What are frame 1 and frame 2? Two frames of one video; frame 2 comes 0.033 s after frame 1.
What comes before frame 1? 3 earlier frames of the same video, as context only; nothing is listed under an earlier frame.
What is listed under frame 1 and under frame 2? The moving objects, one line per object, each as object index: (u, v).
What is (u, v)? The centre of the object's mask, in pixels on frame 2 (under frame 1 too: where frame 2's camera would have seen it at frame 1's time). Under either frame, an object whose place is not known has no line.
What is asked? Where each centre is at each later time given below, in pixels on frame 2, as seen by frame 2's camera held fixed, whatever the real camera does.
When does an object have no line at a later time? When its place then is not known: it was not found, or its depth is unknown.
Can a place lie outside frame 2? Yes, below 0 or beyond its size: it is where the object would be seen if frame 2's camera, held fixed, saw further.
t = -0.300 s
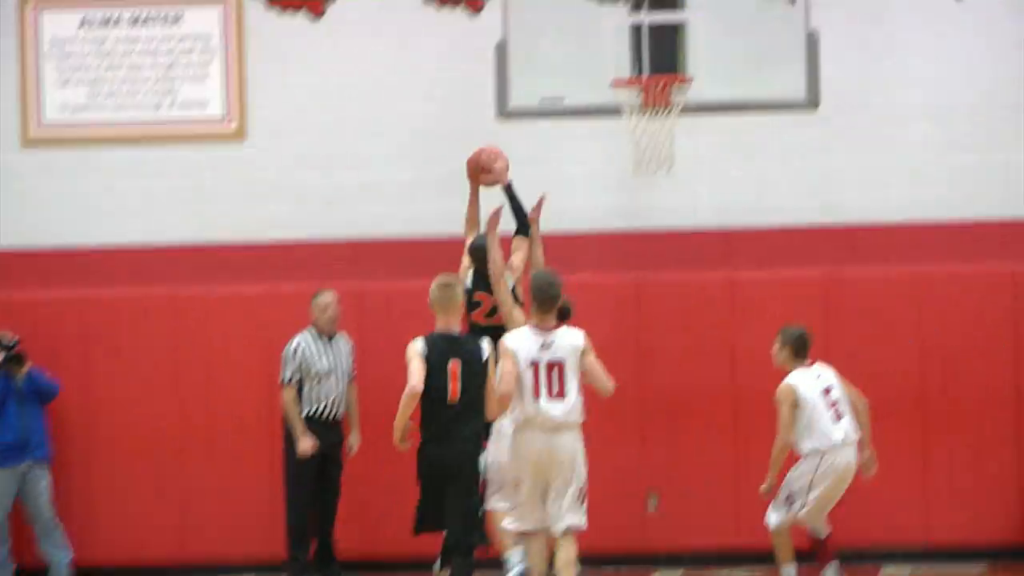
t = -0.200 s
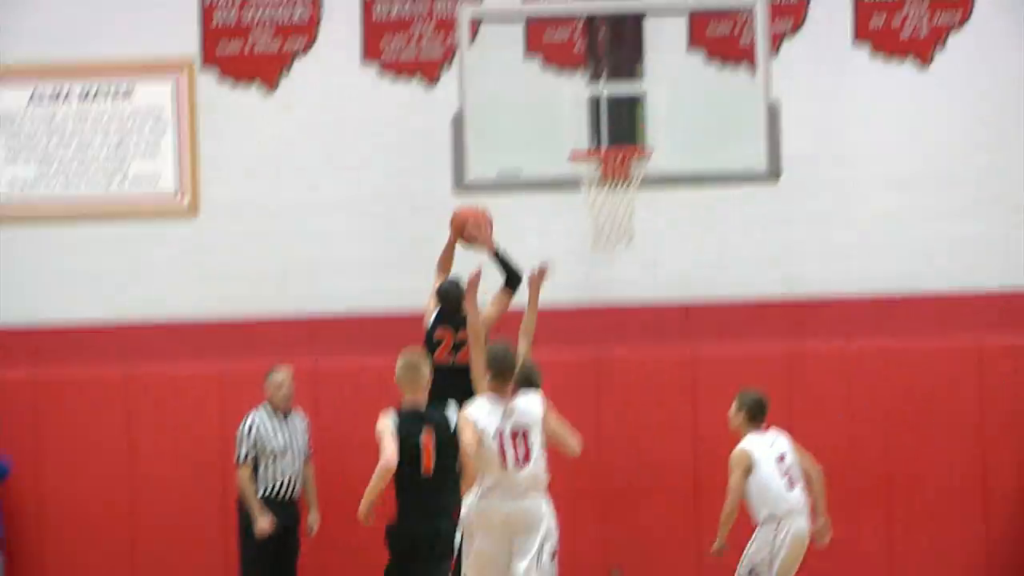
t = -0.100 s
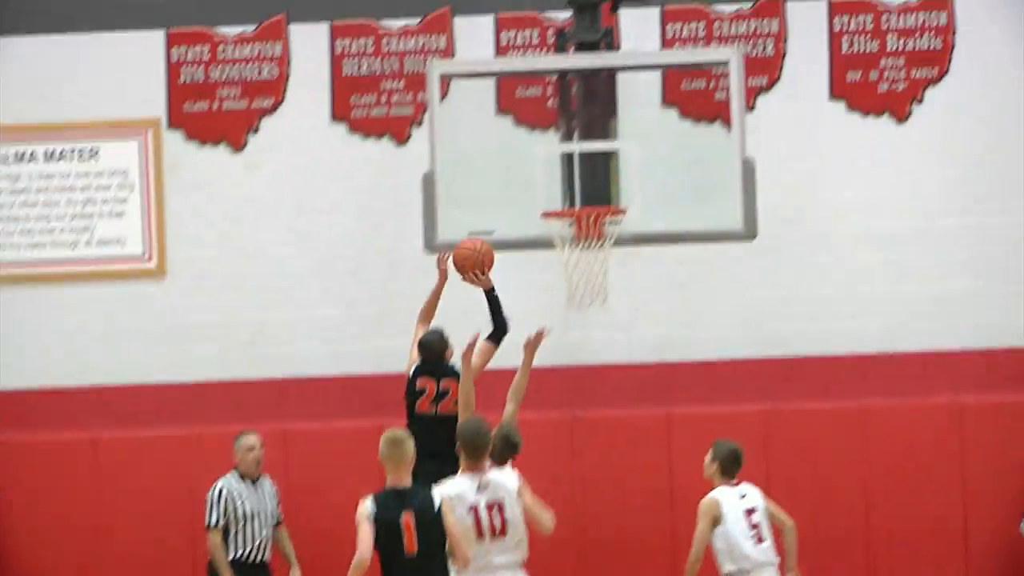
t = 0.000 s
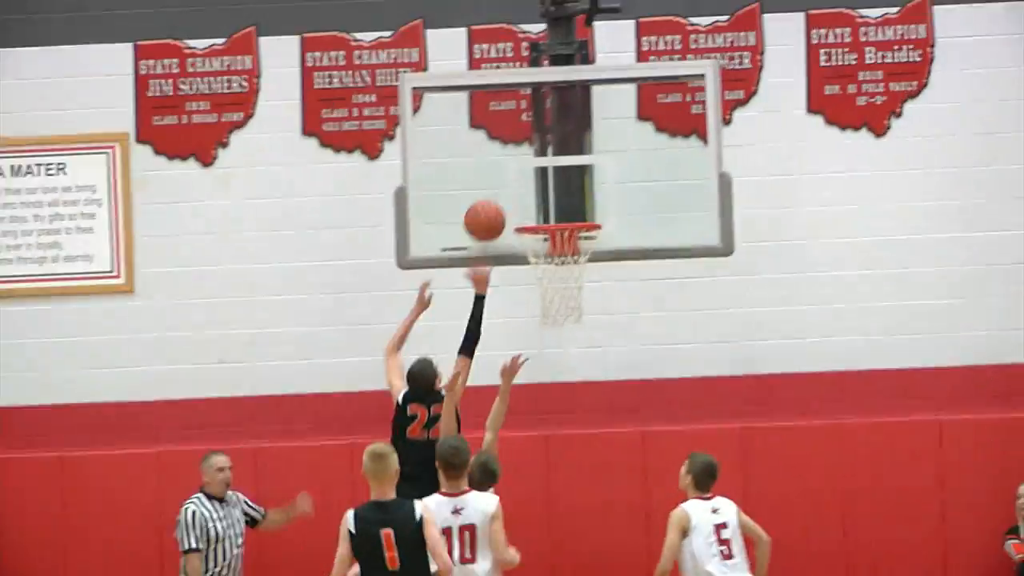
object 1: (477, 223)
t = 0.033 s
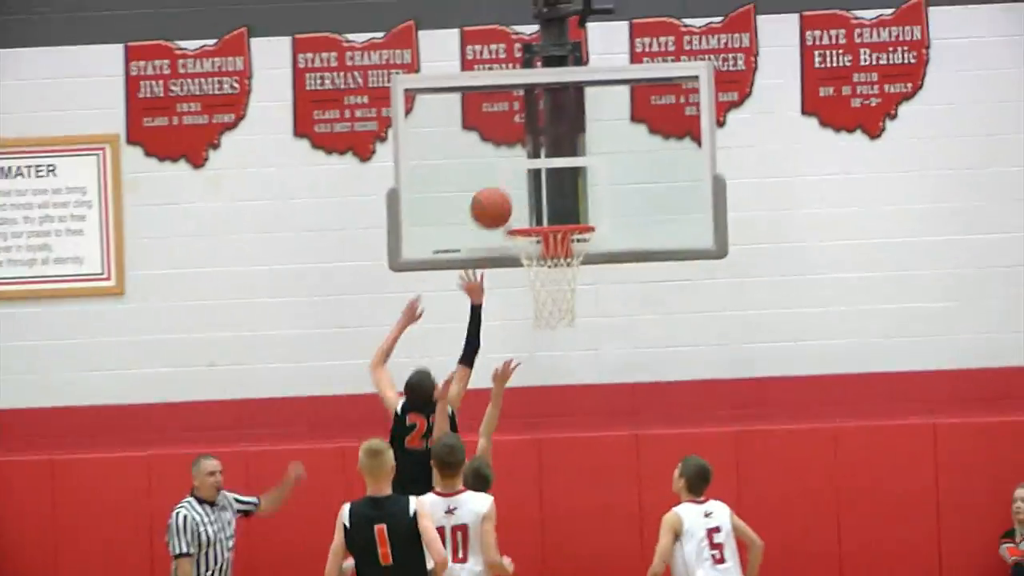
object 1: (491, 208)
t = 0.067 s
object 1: (505, 194)
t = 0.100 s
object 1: (513, 189)
